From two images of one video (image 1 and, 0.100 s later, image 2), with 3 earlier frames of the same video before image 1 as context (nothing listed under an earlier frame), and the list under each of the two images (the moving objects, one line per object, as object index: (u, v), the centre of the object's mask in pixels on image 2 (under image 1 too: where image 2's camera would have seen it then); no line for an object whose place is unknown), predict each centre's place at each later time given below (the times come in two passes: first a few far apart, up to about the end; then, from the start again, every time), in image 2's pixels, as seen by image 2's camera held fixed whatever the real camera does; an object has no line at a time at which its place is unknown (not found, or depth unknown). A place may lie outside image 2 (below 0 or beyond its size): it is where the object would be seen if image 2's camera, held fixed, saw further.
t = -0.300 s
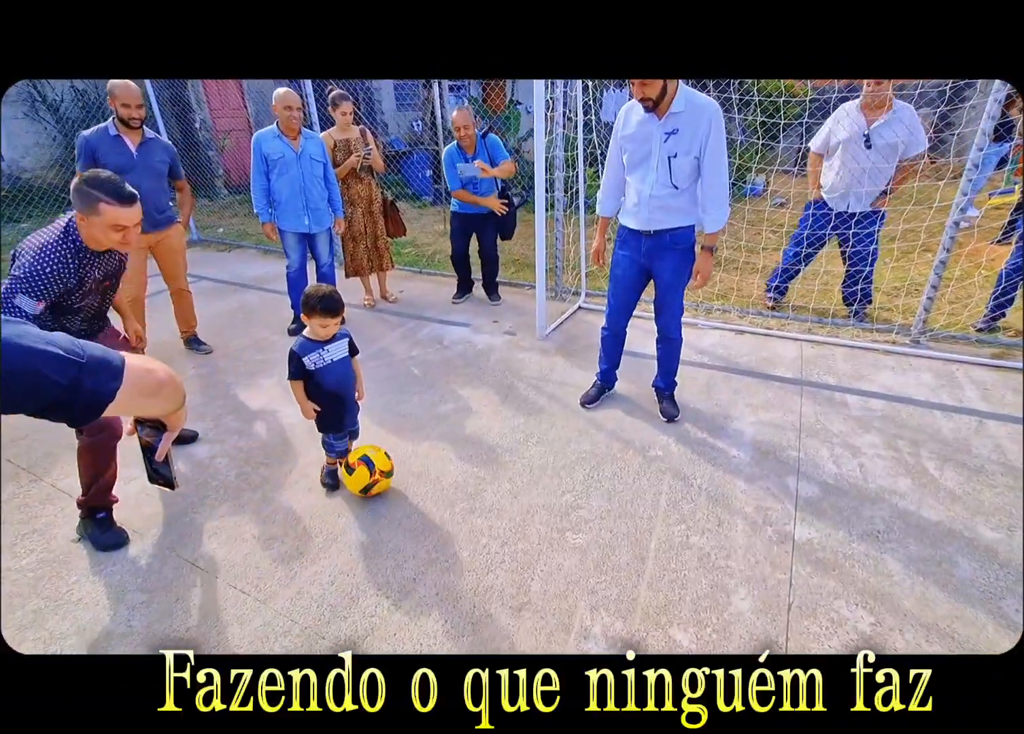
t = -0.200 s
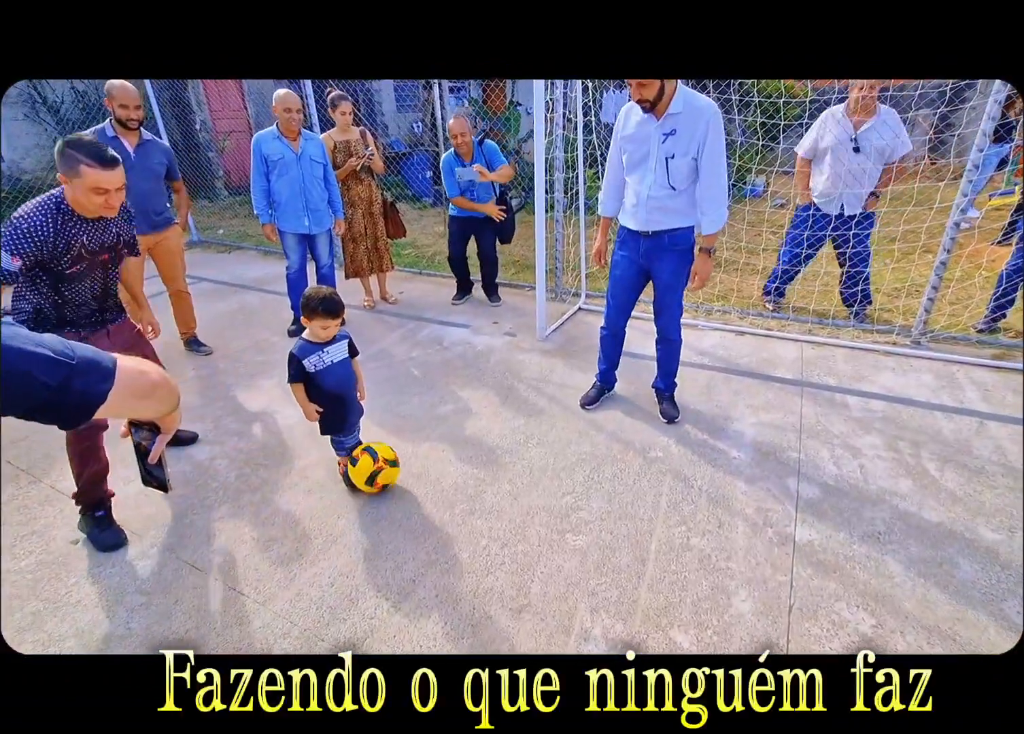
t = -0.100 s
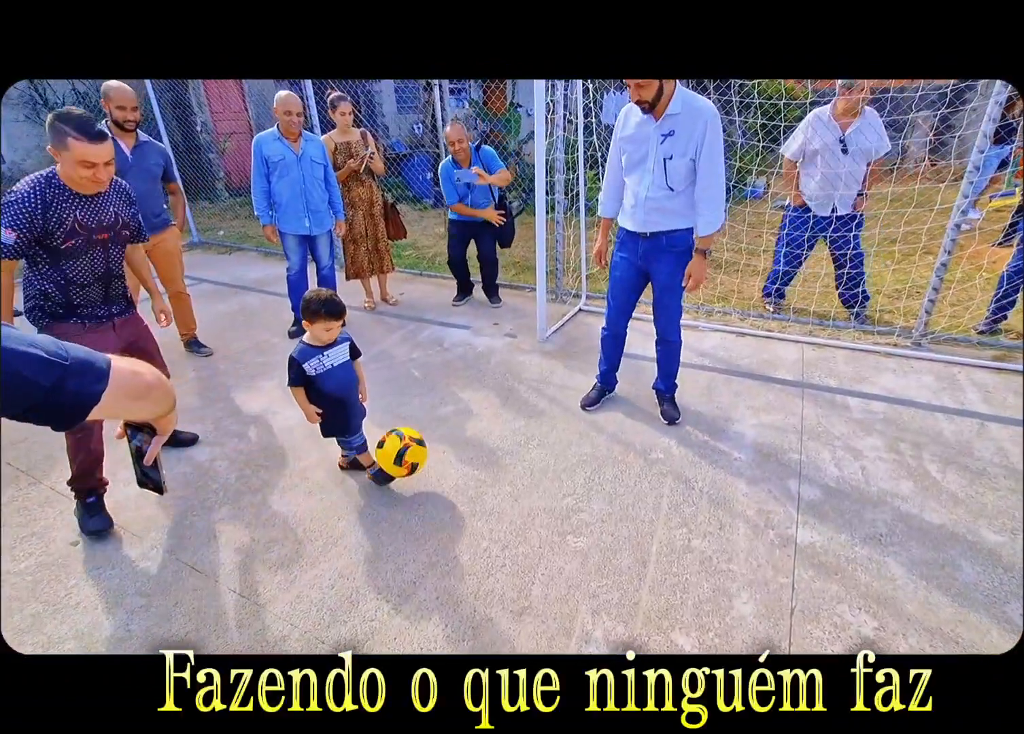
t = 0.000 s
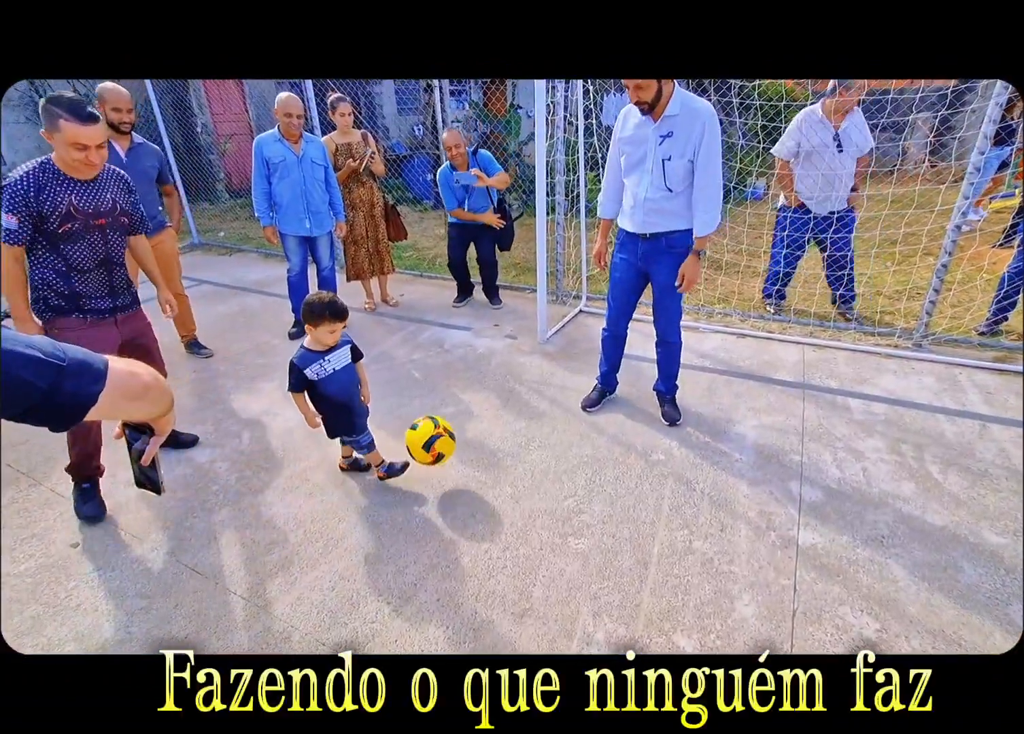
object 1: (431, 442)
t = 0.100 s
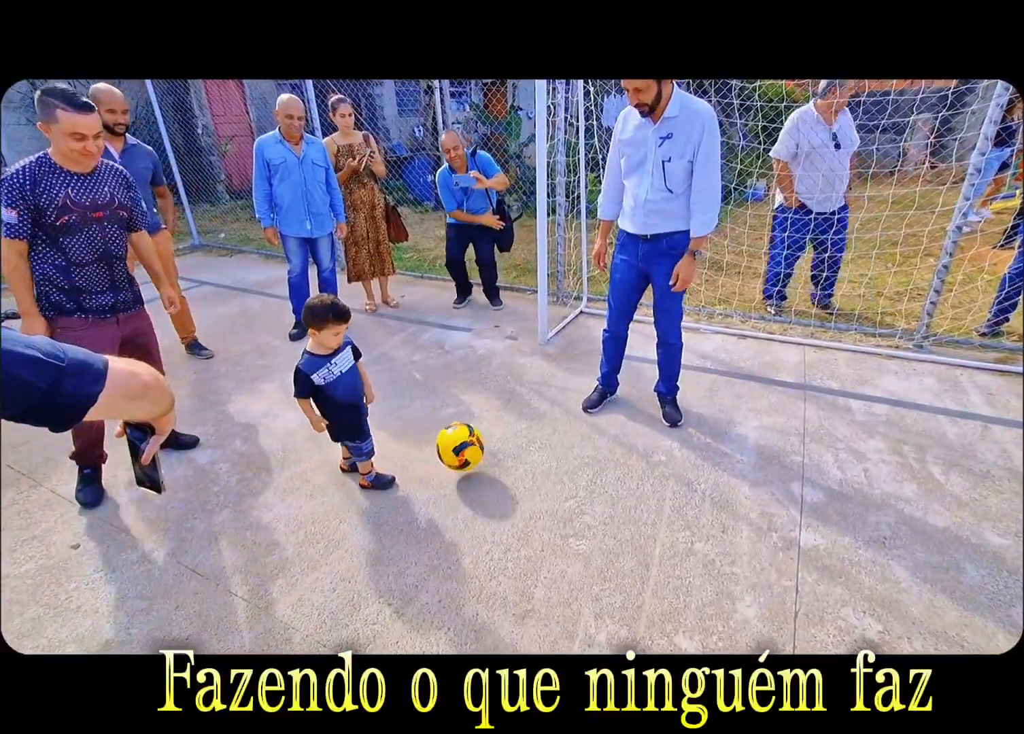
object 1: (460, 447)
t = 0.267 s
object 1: (488, 431)
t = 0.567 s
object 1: (528, 423)
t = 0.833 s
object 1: (557, 407)
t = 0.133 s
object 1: (469, 453)
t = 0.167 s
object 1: (474, 446)
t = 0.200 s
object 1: (479, 439)
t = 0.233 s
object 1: (483, 434)
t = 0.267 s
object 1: (488, 431)
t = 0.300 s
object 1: (493, 431)
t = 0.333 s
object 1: (498, 432)
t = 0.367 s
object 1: (502, 435)
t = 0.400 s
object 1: (507, 433)
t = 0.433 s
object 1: (511, 428)
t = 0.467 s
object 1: (515, 424)
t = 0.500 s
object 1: (520, 422)
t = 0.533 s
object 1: (524, 422)
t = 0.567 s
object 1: (528, 423)
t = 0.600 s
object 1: (532, 421)
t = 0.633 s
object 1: (536, 417)
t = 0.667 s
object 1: (539, 414)
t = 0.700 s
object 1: (543, 413)
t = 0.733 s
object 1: (547, 415)
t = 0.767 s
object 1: (550, 413)
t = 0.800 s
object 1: (553, 409)
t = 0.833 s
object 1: (557, 407)
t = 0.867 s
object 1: (560, 406)
